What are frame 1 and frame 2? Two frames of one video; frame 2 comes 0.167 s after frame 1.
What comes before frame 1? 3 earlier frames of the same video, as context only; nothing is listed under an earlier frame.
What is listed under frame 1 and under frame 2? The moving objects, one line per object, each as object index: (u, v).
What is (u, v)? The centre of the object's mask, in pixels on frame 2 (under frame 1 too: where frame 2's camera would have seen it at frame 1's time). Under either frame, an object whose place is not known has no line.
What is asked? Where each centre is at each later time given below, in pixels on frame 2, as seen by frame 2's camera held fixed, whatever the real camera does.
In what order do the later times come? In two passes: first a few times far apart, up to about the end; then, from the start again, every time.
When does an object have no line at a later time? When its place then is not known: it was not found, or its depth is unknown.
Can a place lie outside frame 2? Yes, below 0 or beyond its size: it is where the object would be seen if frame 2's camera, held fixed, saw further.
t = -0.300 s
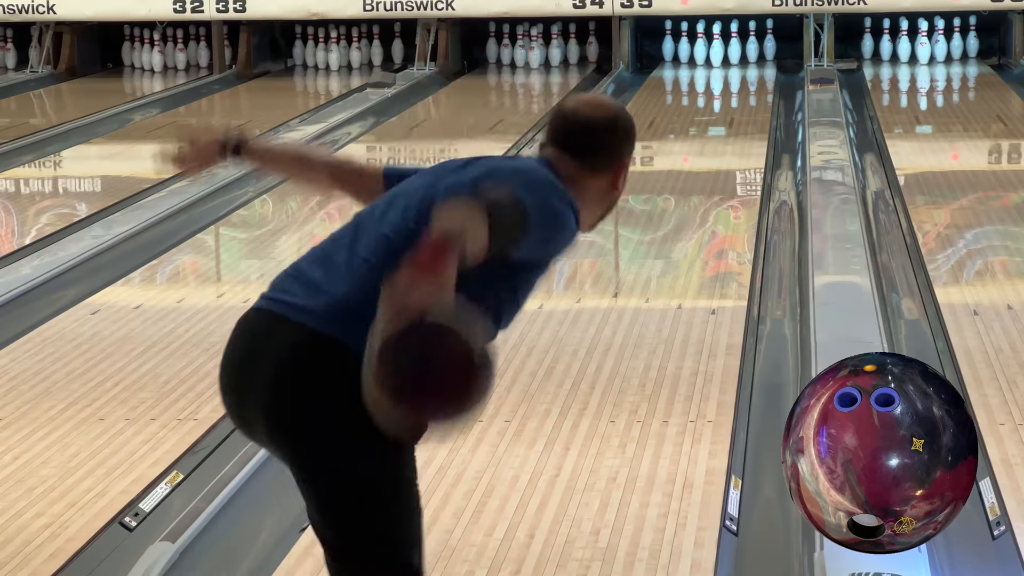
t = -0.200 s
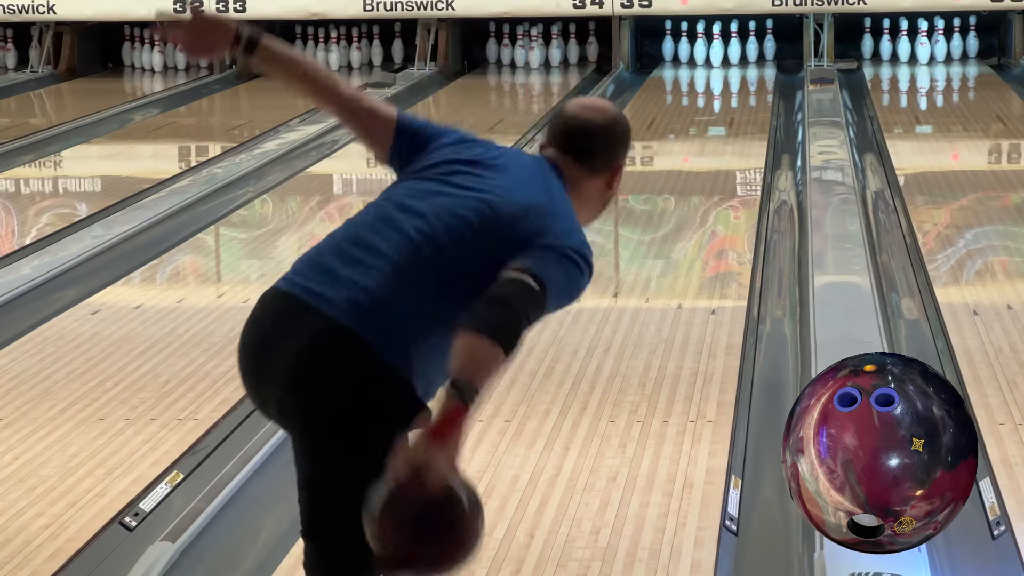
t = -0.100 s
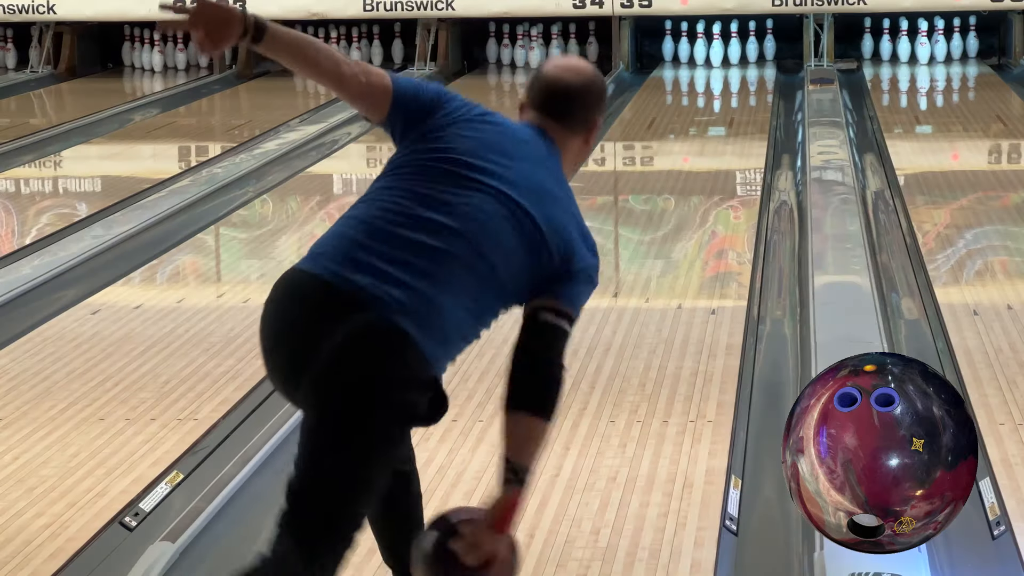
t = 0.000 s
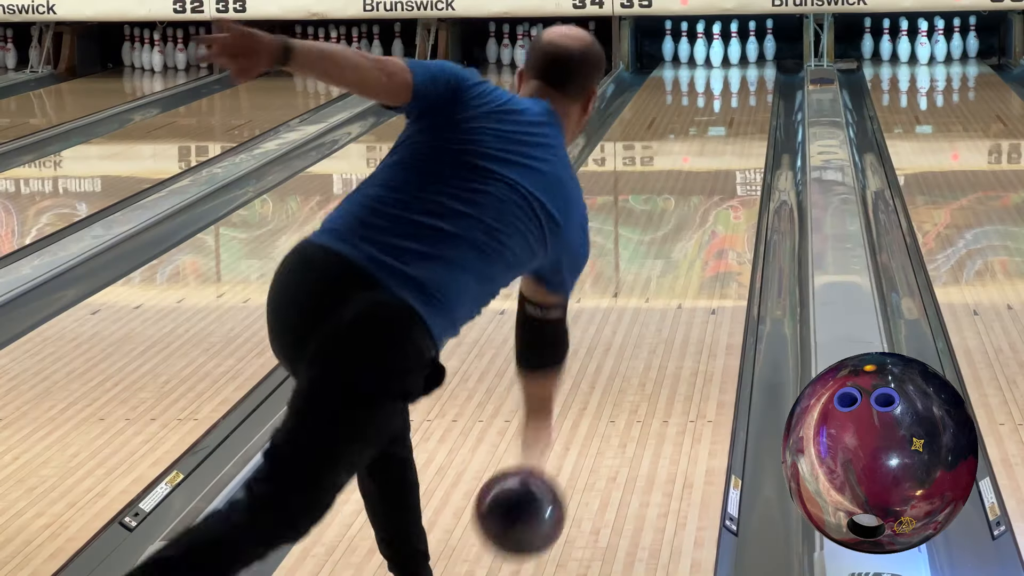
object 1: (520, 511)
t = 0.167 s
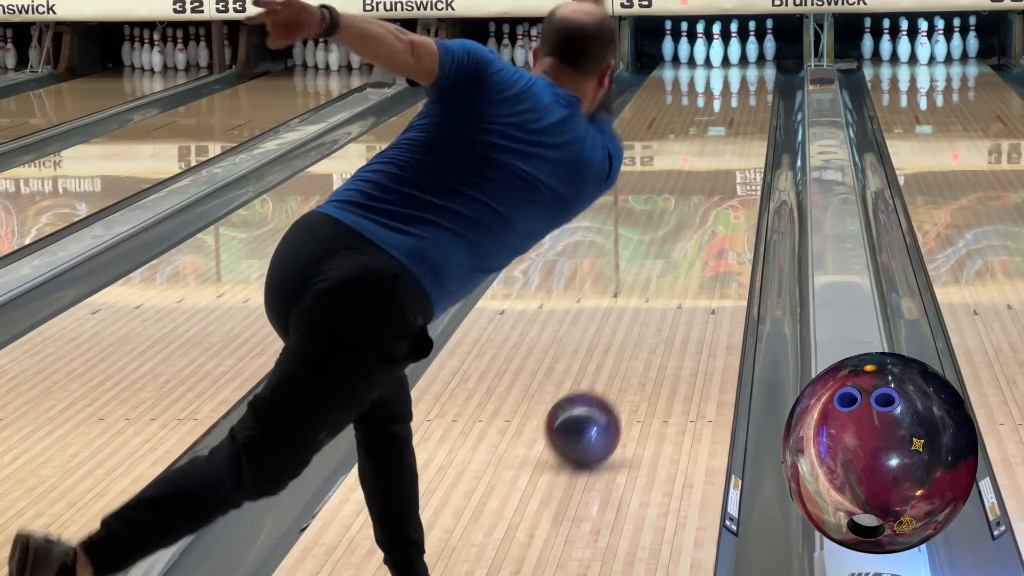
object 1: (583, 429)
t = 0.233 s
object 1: (602, 394)
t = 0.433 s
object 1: (646, 309)
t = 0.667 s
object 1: (681, 242)
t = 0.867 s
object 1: (701, 198)
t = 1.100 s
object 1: (719, 159)
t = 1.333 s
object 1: (732, 129)
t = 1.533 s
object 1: (739, 108)
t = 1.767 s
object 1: (743, 88)
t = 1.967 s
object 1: (740, 74)
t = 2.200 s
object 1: (730, 60)
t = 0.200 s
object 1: (593, 411)
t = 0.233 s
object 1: (602, 394)
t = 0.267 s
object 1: (611, 377)
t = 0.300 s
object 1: (619, 362)
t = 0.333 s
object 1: (626, 348)
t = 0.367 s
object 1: (633, 334)
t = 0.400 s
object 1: (640, 321)
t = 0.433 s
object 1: (646, 309)
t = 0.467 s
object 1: (652, 297)
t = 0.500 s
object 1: (657, 287)
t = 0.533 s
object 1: (662, 277)
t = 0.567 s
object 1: (668, 268)
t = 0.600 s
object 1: (672, 259)
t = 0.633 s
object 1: (676, 250)
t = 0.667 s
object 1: (681, 242)
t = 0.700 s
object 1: (684, 234)
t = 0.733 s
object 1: (689, 226)
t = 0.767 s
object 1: (692, 219)
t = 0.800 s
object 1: (695, 212)
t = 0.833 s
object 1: (698, 204)
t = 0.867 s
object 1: (701, 198)
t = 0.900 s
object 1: (705, 192)
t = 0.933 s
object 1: (707, 186)
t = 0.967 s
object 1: (710, 180)
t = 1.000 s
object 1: (712, 174)
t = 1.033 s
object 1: (715, 169)
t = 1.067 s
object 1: (717, 164)
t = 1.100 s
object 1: (719, 159)
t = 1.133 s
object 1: (721, 154)
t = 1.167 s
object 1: (723, 150)
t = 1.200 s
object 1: (725, 145)
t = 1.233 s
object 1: (727, 141)
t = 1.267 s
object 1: (729, 137)
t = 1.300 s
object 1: (730, 133)
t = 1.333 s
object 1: (732, 129)
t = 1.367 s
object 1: (733, 125)
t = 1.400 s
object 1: (734, 121)
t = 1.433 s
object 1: (736, 118)
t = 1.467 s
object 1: (737, 114)
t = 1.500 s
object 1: (738, 111)
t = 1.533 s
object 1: (739, 108)
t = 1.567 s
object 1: (740, 104)
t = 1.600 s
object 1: (741, 101)
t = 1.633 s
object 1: (741, 99)
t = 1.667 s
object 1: (742, 96)
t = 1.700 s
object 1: (742, 93)
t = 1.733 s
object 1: (743, 90)
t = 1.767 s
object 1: (743, 88)
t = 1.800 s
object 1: (742, 85)
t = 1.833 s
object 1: (742, 83)
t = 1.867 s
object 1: (742, 81)
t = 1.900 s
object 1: (741, 78)
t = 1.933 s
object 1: (740, 76)
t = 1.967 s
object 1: (740, 74)
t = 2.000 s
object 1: (739, 72)
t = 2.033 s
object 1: (738, 70)
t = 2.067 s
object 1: (736, 68)
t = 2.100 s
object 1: (735, 66)
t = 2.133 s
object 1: (733, 64)
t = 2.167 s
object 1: (732, 62)
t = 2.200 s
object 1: (730, 60)
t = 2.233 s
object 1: (728, 59)
